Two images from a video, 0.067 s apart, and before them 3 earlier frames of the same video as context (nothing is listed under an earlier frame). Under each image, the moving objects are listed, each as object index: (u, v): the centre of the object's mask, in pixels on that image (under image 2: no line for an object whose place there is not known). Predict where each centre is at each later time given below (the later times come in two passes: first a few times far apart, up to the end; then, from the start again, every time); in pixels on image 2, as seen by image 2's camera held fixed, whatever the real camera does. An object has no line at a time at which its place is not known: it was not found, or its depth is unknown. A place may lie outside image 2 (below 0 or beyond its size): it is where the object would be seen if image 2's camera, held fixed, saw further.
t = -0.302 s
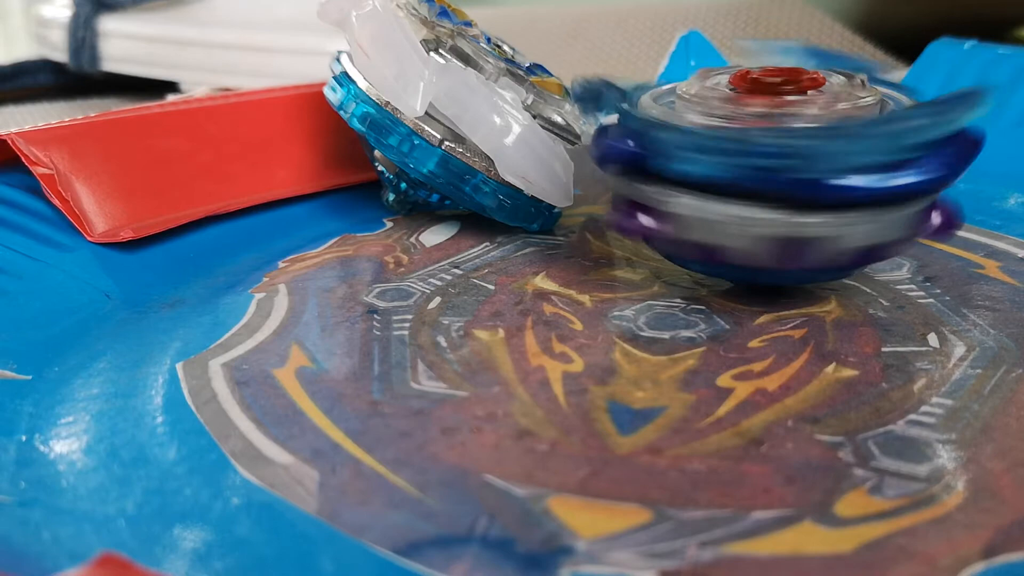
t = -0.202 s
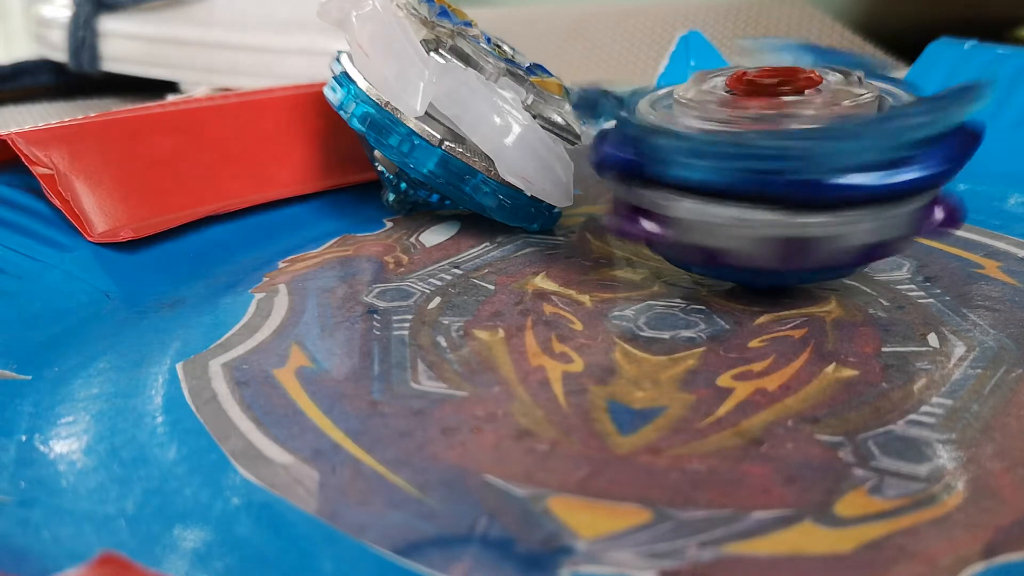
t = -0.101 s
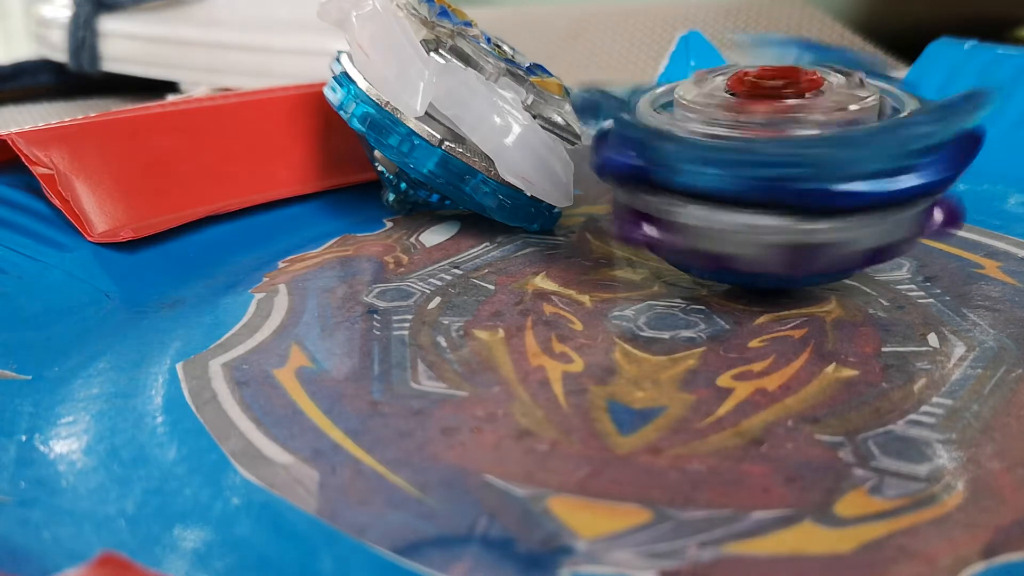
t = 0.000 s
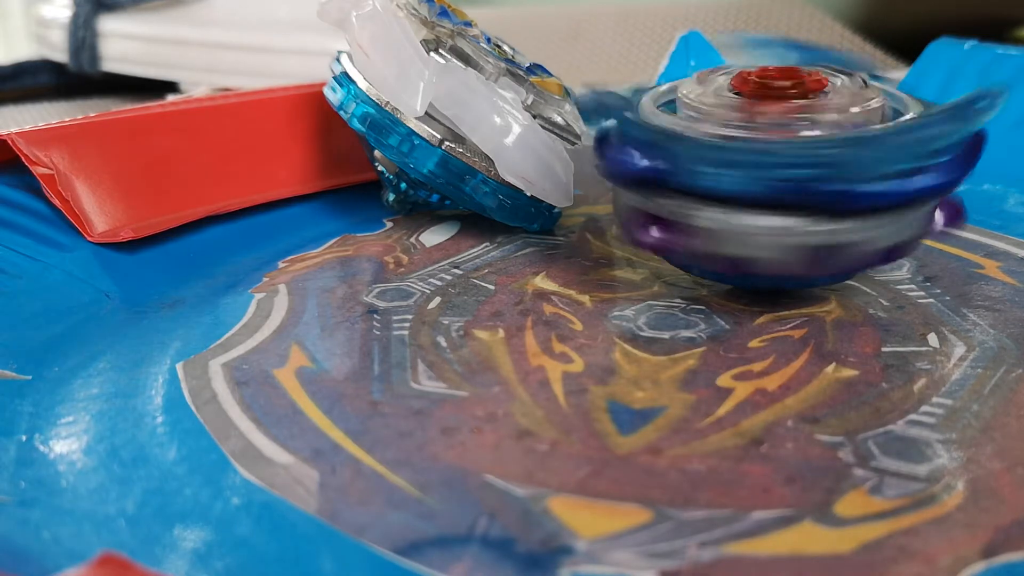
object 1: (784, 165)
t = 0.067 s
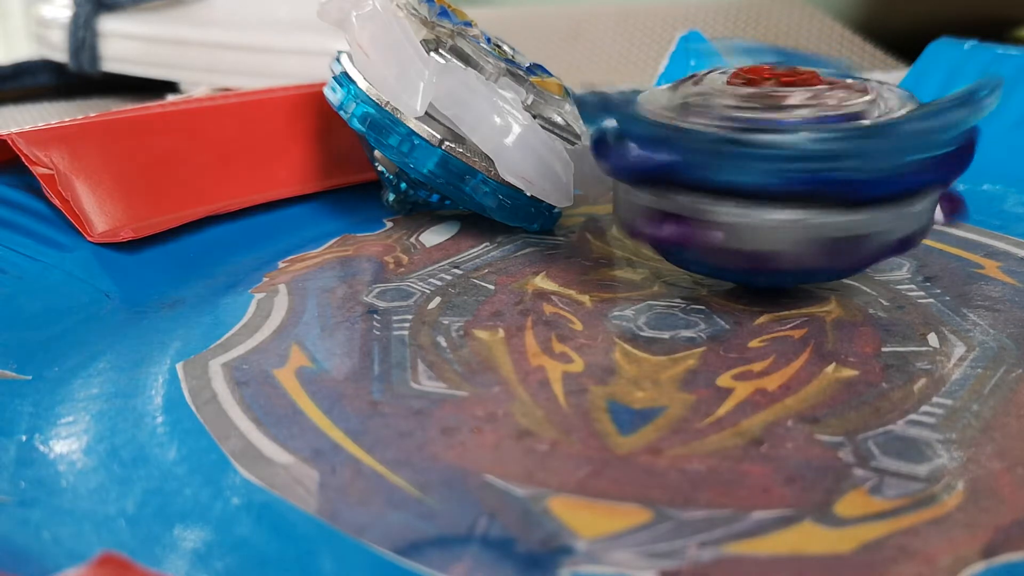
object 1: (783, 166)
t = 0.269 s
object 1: (782, 168)
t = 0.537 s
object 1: (777, 165)
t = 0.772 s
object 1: (782, 165)
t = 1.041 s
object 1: (781, 166)
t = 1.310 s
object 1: (786, 171)
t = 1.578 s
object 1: (774, 163)
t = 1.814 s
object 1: (787, 166)
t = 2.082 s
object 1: (771, 164)
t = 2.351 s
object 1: (755, 158)
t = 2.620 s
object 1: (755, 157)
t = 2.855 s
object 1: (789, 166)
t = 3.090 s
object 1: (795, 167)
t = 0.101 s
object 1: (783, 166)
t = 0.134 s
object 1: (784, 166)
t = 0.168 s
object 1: (782, 166)
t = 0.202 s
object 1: (781, 165)
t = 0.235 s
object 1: (783, 167)
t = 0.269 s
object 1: (782, 168)
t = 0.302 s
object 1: (780, 165)
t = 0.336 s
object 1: (782, 165)
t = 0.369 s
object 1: (785, 169)
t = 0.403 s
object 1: (785, 168)
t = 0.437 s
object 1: (780, 168)
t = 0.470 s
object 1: (774, 164)
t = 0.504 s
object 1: (775, 164)
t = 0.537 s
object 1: (777, 165)
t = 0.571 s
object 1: (779, 166)
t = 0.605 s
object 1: (780, 165)
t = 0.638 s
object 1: (782, 165)
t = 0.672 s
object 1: (784, 167)
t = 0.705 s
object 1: (782, 166)
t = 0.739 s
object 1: (781, 165)
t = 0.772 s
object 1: (782, 165)
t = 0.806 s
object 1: (784, 169)
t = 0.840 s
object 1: (784, 168)
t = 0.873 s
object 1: (780, 167)
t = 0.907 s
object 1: (772, 165)
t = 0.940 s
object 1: (776, 165)
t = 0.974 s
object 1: (783, 166)
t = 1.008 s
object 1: (784, 168)
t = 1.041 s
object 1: (781, 166)
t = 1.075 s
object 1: (781, 164)
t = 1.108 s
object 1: (785, 166)
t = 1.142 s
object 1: (787, 170)
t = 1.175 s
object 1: (781, 168)
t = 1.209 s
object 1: (771, 163)
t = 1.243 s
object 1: (776, 164)
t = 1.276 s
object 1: (784, 165)
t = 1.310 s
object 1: (786, 171)
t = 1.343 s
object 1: (783, 166)
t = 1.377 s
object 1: (780, 166)
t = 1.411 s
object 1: (779, 165)
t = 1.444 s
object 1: (777, 164)
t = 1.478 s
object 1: (783, 166)
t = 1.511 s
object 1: (784, 165)
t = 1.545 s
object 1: (778, 169)
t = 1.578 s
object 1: (774, 163)
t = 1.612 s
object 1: (780, 167)
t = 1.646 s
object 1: (785, 169)
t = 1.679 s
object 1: (777, 165)
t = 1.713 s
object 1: (775, 165)
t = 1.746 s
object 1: (774, 164)
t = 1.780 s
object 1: (777, 162)
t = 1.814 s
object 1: (787, 166)
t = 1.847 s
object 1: (792, 170)
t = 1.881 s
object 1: (780, 163)
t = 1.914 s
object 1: (770, 162)
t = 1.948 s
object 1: (768, 161)
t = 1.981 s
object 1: (770, 161)
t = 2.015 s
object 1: (777, 163)
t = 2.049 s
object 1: (782, 168)
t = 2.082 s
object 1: (771, 164)
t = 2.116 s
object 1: (764, 161)
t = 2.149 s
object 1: (761, 159)
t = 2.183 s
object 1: (761, 159)
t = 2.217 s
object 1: (772, 165)
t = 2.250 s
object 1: (768, 161)
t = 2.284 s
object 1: (766, 161)
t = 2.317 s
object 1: (760, 161)
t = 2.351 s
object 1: (755, 158)
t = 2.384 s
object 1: (758, 158)
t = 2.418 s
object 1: (766, 160)
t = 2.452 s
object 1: (764, 161)
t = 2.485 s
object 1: (767, 161)
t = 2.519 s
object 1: (756, 158)
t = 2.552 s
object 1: (751, 155)
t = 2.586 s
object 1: (748, 155)
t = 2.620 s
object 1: (755, 157)
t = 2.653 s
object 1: (773, 162)
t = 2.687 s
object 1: (770, 161)
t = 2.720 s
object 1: (761, 157)
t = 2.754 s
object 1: (746, 152)
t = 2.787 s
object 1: (746, 153)
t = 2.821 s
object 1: (774, 156)
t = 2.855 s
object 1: (789, 166)
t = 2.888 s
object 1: (779, 161)
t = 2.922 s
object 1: (782, 163)
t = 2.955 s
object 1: (791, 164)
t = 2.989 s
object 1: (792, 166)
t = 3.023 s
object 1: (808, 167)
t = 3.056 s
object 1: (808, 168)
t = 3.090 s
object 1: (795, 167)
